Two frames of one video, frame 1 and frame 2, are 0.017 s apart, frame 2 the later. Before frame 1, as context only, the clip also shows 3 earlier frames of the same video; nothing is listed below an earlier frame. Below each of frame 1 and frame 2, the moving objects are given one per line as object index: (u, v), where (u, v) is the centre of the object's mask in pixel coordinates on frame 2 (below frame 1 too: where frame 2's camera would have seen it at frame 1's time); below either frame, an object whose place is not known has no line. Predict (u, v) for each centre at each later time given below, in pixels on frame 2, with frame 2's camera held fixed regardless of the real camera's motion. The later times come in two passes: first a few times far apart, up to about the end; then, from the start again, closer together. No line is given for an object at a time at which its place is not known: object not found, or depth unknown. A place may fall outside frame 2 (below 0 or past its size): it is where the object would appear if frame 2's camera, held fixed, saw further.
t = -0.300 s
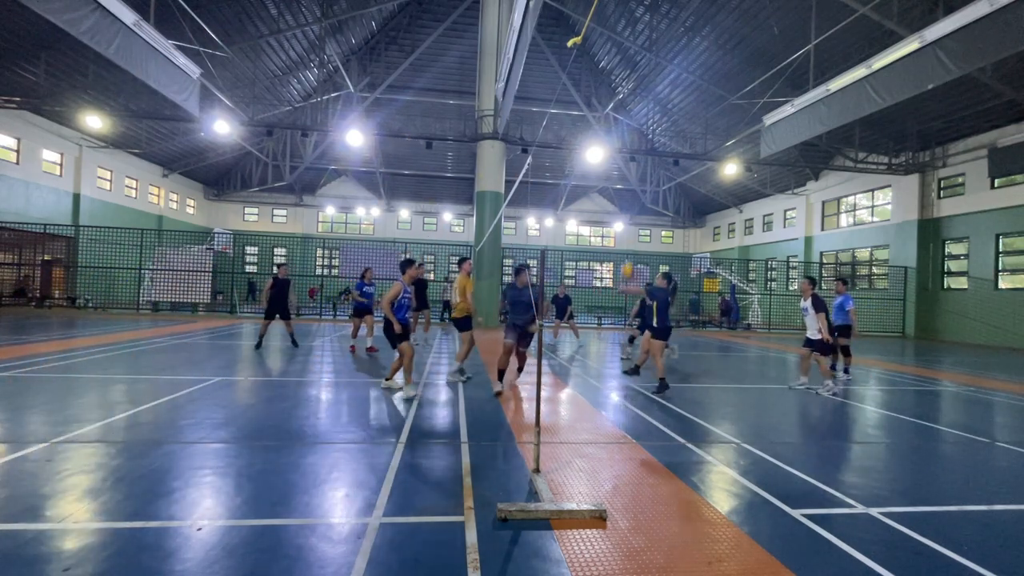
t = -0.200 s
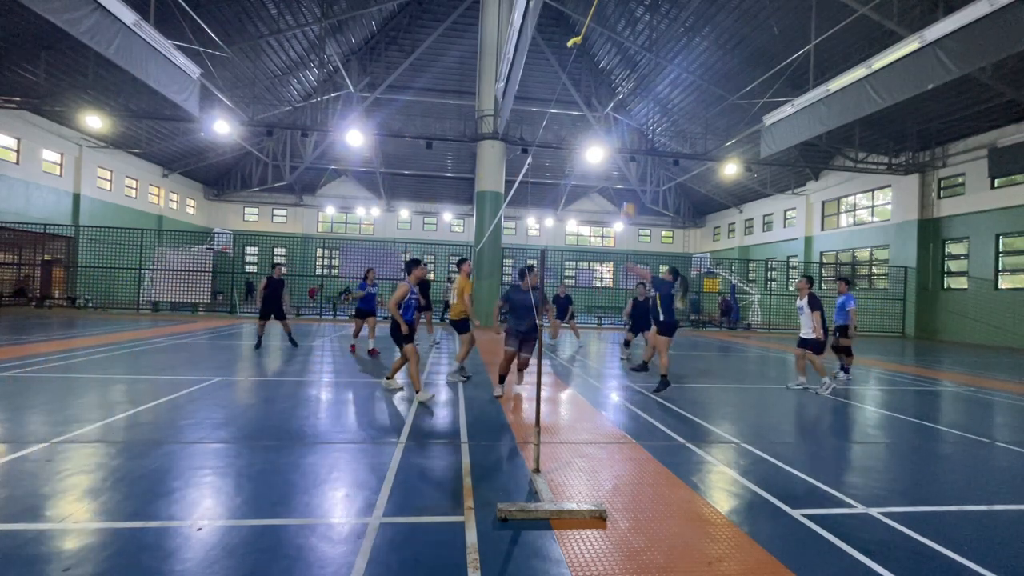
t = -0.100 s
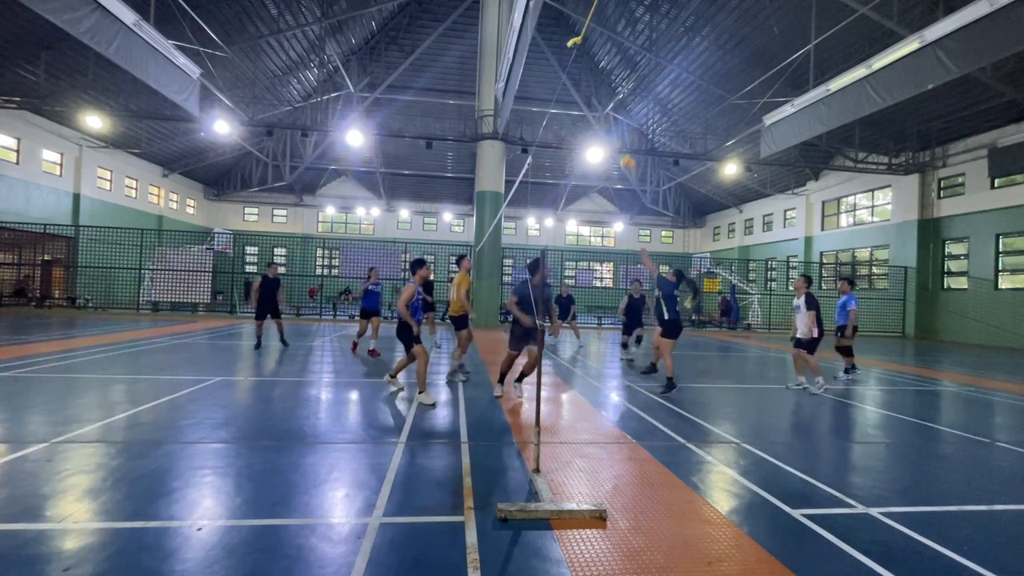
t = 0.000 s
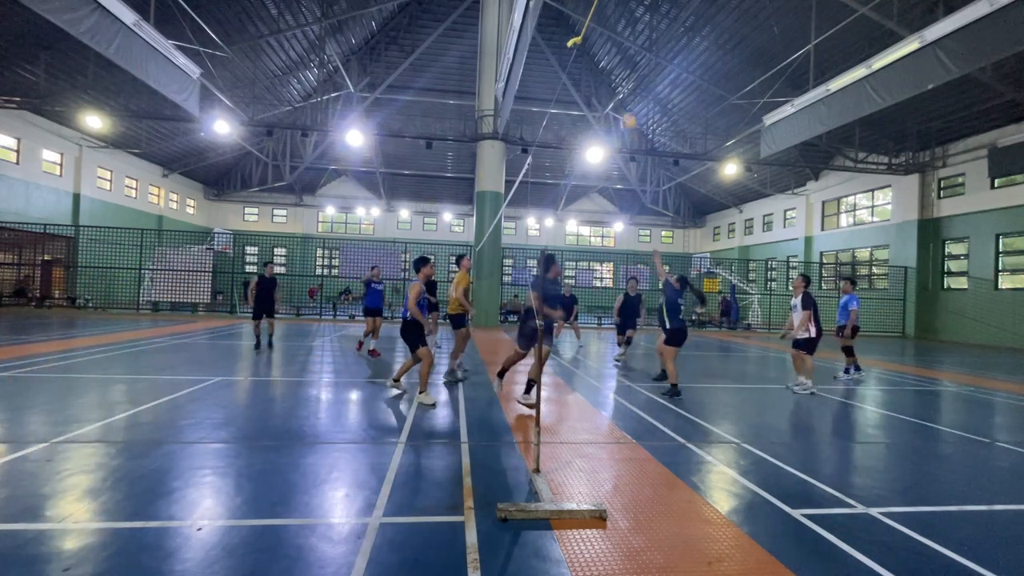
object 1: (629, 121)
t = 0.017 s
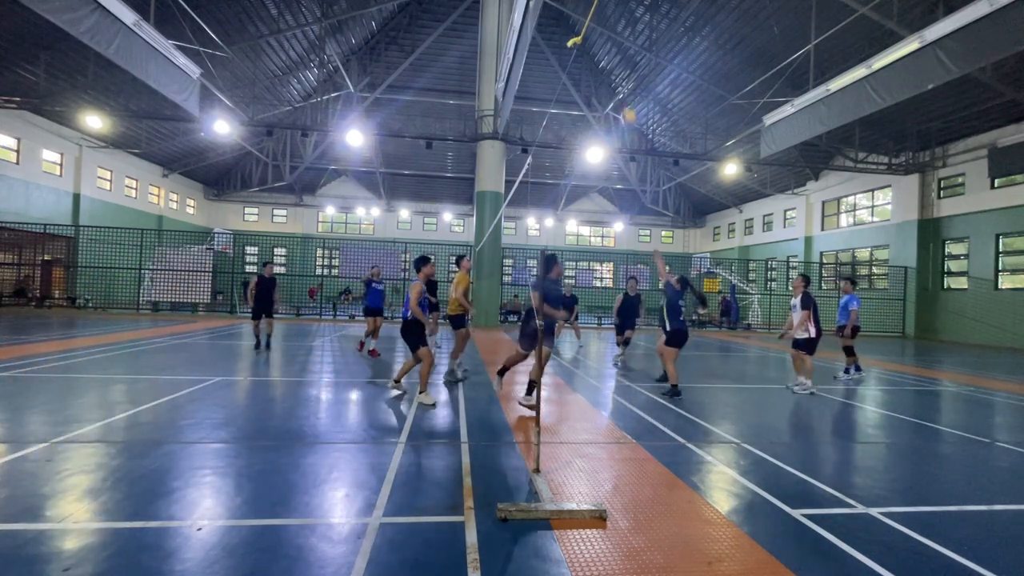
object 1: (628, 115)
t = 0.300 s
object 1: (625, 47)
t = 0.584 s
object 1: (621, 37)
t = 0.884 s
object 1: (614, 81)
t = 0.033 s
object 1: (627, 109)
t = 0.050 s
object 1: (627, 104)
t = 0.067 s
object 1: (627, 98)
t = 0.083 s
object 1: (627, 93)
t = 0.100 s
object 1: (627, 89)
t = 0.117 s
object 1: (627, 83)
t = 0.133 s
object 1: (626, 79)
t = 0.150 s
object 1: (626, 75)
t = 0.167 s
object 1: (626, 71)
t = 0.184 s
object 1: (626, 67)
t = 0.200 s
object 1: (627, 64)
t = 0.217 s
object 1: (626, 61)
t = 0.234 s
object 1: (626, 58)
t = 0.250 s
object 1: (626, 55)
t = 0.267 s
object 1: (626, 53)
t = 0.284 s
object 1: (625, 50)
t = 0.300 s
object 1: (625, 47)
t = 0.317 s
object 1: (625, 45)
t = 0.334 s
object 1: (625, 44)
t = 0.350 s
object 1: (625, 42)
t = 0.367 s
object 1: (624, 40)
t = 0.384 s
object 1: (624, 39)
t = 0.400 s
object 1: (624, 38)
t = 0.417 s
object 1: (624, 36)
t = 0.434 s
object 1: (623, 35)
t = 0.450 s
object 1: (623, 34)
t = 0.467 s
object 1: (623, 34)
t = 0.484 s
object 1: (623, 34)
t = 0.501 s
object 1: (622, 34)
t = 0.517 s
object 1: (622, 34)
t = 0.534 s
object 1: (622, 35)
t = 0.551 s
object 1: (621, 35)
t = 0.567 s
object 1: (621, 36)
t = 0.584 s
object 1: (621, 37)
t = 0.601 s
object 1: (620, 38)
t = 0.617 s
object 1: (620, 39)
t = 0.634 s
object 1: (620, 40)
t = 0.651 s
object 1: (619, 42)
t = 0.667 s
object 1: (619, 44)
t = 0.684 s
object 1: (618, 45)
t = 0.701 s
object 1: (618, 47)
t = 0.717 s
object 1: (618, 49)
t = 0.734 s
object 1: (618, 52)
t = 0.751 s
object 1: (618, 54)
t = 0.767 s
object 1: (617, 57)
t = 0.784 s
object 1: (617, 60)
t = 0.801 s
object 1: (616, 64)
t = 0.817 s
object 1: (615, 67)
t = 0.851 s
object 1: (615, 73)
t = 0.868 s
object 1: (614, 77)
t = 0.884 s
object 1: (614, 81)
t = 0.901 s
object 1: (613, 84)
